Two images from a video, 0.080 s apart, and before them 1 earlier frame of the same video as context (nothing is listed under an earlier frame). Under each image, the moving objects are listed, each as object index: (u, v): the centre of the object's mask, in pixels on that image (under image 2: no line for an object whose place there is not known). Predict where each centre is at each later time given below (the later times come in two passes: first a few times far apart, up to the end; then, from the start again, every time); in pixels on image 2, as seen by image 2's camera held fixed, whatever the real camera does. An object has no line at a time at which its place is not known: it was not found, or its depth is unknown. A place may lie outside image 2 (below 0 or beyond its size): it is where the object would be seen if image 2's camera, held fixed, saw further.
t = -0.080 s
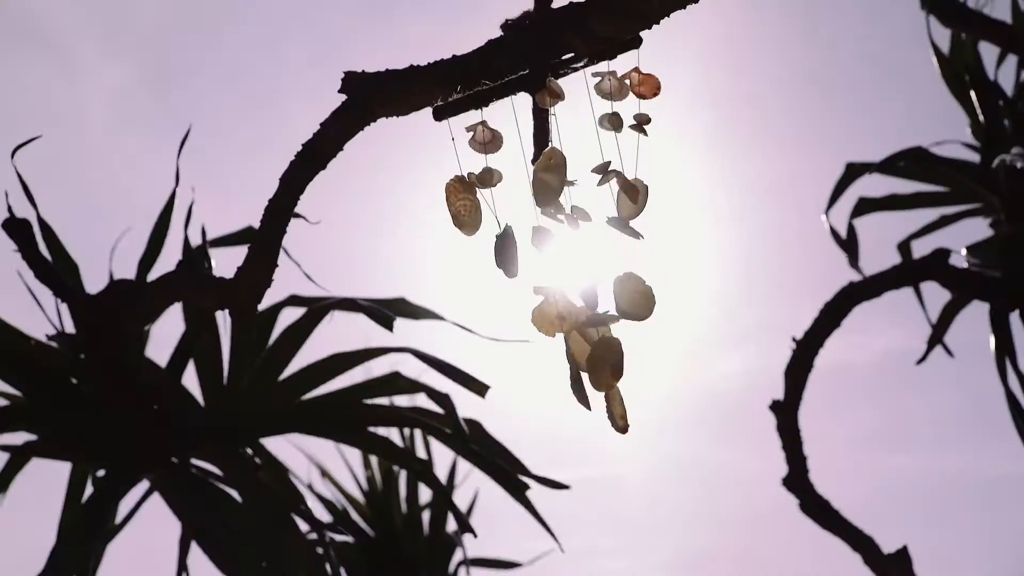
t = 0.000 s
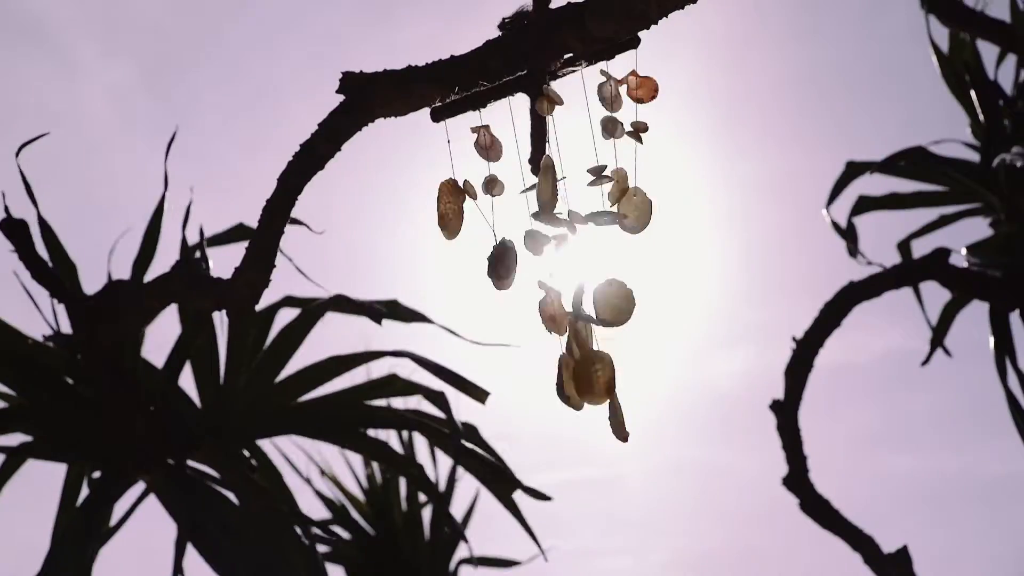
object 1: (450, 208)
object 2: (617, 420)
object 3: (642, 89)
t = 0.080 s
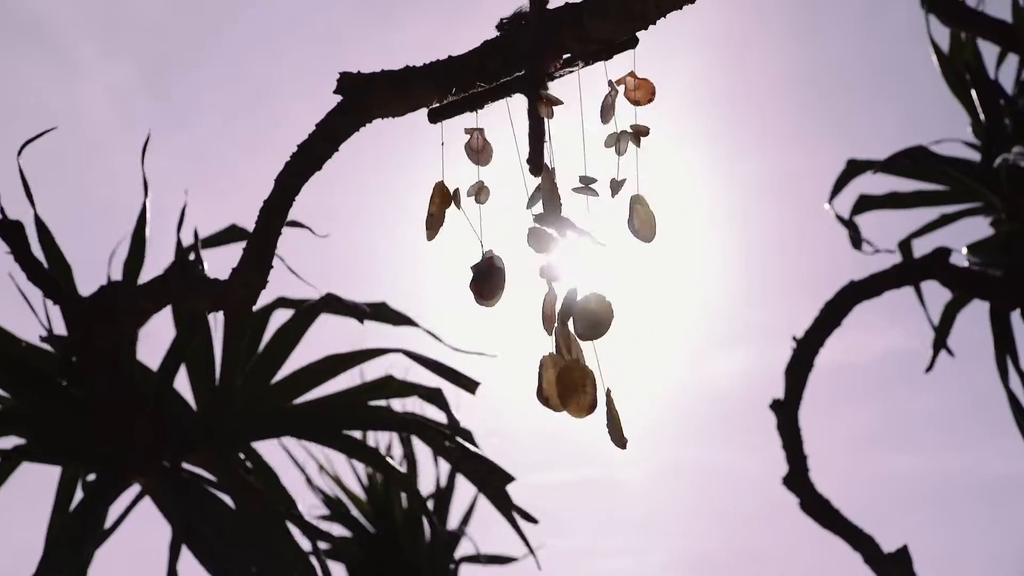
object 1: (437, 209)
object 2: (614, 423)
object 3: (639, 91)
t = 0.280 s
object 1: (433, 210)
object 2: (600, 426)
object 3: (649, 102)
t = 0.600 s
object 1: (430, 187)
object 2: (551, 444)
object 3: (640, 104)
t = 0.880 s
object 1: (444, 207)
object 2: (519, 427)
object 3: (633, 92)
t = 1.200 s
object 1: (440, 189)
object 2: (566, 408)
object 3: (642, 97)
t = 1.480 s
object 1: (452, 193)
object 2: (549, 431)
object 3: (640, 95)
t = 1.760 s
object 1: (428, 207)
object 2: (538, 440)
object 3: (636, 104)
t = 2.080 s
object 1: (425, 200)
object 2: (586, 426)
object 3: (646, 100)
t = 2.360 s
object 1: (442, 193)
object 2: (572, 417)
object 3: (649, 89)
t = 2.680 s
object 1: (426, 201)
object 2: (538, 413)
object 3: (643, 95)
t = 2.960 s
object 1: (438, 189)
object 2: (574, 435)
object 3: (645, 106)
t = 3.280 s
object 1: (442, 215)
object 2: (577, 432)
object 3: (643, 93)
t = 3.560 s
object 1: (429, 199)
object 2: (543, 402)
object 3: (643, 85)
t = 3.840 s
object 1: (444, 199)
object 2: (553, 403)
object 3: (640, 97)
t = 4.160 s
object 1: (425, 207)
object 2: (585, 439)
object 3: (646, 96)
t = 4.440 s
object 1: (446, 192)
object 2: (588, 429)
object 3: (646, 90)
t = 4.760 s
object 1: (441, 199)
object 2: (533, 401)
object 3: (634, 99)
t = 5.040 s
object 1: (436, 206)
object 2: (535, 408)
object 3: (640, 106)
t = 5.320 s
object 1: (424, 197)
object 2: (575, 440)
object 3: (654, 95)
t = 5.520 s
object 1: (442, 200)
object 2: (583, 454)
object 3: (647, 89)
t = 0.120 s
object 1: (436, 210)
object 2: (614, 424)
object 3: (642, 92)
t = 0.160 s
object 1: (433, 212)
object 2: (612, 424)
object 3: (645, 95)
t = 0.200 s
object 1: (434, 212)
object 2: (609, 424)
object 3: (647, 98)
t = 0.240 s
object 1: (434, 211)
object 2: (605, 425)
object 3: (649, 100)
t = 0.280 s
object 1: (433, 210)
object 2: (600, 426)
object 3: (649, 102)
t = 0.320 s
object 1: (433, 208)
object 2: (595, 426)
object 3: (648, 103)
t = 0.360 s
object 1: (433, 205)
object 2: (590, 427)
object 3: (648, 105)
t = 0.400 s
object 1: (432, 203)
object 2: (585, 431)
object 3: (649, 107)
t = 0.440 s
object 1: (432, 200)
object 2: (579, 436)
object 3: (649, 109)
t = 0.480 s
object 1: (431, 196)
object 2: (571, 442)
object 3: (647, 110)
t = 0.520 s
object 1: (430, 192)
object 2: (566, 443)
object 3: (645, 110)
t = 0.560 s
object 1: (430, 189)
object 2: (560, 444)
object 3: (643, 108)
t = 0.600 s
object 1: (430, 187)
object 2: (551, 444)
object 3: (640, 104)
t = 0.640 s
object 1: (431, 186)
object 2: (539, 445)
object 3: (636, 101)
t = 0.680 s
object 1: (433, 186)
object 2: (528, 444)
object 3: (636, 99)
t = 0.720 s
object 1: (433, 188)
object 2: (519, 439)
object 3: (637, 97)
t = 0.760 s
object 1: (435, 193)
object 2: (513, 435)
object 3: (637, 94)
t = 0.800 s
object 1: (437, 200)
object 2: (513, 431)
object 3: (636, 92)
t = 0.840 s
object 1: (440, 205)
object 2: (517, 430)
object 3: (634, 91)
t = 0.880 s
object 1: (444, 207)
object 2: (519, 427)
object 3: (633, 92)
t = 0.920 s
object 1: (447, 206)
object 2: (522, 424)
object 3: (633, 94)
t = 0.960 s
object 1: (446, 204)
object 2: (525, 420)
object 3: (635, 98)
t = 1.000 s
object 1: (444, 203)
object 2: (531, 416)
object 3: (638, 101)
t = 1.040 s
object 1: (441, 201)
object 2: (541, 414)
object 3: (641, 104)
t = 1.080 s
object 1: (440, 197)
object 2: (549, 417)
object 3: (643, 103)
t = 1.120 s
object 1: (437, 194)
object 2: (554, 411)
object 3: (643, 101)
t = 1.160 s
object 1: (433, 189)
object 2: (562, 405)
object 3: (642, 99)
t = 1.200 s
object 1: (440, 189)
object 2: (566, 408)
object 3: (642, 97)
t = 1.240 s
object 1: (445, 188)
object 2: (571, 415)
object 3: (644, 97)
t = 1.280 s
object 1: (449, 188)
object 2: (571, 417)
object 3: (647, 96)
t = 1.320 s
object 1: (452, 188)
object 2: (570, 419)
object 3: (647, 97)
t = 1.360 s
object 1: (454, 188)
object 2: (565, 421)
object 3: (647, 97)
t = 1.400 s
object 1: (456, 190)
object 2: (559, 424)
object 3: (646, 96)
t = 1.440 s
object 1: (455, 191)
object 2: (554, 427)
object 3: (643, 95)
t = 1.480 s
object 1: (452, 193)
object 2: (549, 431)
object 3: (640, 95)
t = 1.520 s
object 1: (446, 196)
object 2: (543, 434)
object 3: (640, 97)
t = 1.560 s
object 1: (437, 198)
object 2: (538, 436)
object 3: (640, 98)
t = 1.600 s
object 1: (431, 202)
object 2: (535, 437)
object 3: (639, 99)
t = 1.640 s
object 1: (426, 204)
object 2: (533, 438)
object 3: (638, 99)
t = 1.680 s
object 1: (424, 205)
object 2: (532, 440)
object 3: (638, 99)
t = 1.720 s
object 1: (425, 206)
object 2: (534, 441)
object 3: (636, 101)
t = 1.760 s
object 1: (428, 207)
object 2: (538, 440)
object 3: (636, 104)
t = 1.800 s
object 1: (431, 209)
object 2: (542, 446)
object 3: (638, 106)
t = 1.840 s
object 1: (433, 209)
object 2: (548, 448)
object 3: (641, 108)
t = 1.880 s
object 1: (433, 210)
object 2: (555, 440)
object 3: (644, 109)
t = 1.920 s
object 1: (432, 207)
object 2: (563, 431)
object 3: (645, 108)
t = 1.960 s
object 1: (431, 207)
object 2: (569, 431)
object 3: (645, 106)
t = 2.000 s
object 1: (431, 204)
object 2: (576, 430)
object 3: (644, 104)
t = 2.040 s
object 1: (429, 201)
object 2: (581, 428)
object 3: (644, 102)
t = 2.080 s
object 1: (425, 200)
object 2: (586, 426)
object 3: (646, 100)
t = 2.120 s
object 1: (425, 198)
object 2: (588, 424)
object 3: (647, 98)
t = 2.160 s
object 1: (428, 196)
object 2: (588, 423)
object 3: (648, 95)
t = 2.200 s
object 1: (431, 195)
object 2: (586, 423)
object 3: (647, 92)
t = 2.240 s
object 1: (433, 195)
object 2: (584, 420)
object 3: (645, 90)
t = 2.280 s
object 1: (433, 196)
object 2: (579, 419)
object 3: (645, 90)
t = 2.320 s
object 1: (439, 194)
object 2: (574, 416)
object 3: (647, 89)
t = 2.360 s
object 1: (442, 193)
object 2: (572, 417)
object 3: (649, 89)
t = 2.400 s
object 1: (444, 194)
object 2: (565, 417)
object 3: (650, 89)
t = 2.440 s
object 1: (445, 195)
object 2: (556, 417)
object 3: (650, 89)
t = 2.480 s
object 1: (445, 197)
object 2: (549, 417)
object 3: (649, 89)
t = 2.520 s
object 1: (443, 198)
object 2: (544, 418)
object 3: (646, 89)
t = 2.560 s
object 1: (440, 198)
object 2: (539, 416)
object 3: (642, 90)
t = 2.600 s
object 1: (436, 199)
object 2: (537, 408)
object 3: (641, 91)
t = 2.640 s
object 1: (431, 200)
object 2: (538, 410)
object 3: (642, 93)
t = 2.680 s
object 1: (426, 201)
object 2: (538, 413)
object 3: (643, 95)
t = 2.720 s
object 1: (425, 197)
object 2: (541, 413)
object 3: (642, 99)
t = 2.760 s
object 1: (424, 196)
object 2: (546, 416)
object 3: (641, 103)
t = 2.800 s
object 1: (424, 196)
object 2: (552, 419)
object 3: (640, 106)
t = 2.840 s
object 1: (427, 191)
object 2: (558, 424)
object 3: (641, 106)
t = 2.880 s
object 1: (428, 191)
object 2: (564, 427)
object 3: (642, 106)
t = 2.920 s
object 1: (433, 190)
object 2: (569, 431)
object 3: (643, 106)
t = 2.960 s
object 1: (438, 189)
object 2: (574, 435)
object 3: (645, 106)
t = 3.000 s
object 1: (441, 192)
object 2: (579, 435)
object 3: (646, 108)
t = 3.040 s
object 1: (445, 193)
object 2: (583, 434)
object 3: (643, 110)
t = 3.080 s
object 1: (447, 195)
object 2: (585, 434)
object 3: (641, 111)
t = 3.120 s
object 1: (448, 199)
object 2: (585, 435)
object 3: (640, 109)
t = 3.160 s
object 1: (448, 203)
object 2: (585, 435)
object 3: (641, 104)
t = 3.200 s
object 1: (448, 208)
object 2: (584, 435)
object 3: (642, 100)
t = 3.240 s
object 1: (445, 214)
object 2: (581, 434)
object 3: (642, 97)
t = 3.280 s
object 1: (442, 215)
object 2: (577, 432)
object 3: (643, 93)
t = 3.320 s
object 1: (436, 217)
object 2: (572, 431)
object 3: (643, 91)
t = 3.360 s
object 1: (431, 213)
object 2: (566, 428)
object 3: (643, 90)
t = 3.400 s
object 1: (428, 213)
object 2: (559, 424)
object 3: (644, 87)
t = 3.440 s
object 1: (429, 210)
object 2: (552, 419)
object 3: (644, 85)
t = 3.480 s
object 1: (428, 208)
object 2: (547, 411)
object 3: (644, 83)
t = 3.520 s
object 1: (428, 204)
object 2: (543, 407)
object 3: (643, 84)
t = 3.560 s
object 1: (429, 199)
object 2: (543, 402)
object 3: (643, 85)
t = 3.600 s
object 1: (430, 196)
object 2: (542, 401)
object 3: (642, 88)
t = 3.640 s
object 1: (431, 193)
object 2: (542, 397)
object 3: (640, 92)
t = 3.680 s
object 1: (433, 192)
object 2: (542, 396)
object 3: (639, 92)
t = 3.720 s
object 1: (436, 193)
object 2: (543, 395)
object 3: (640, 91)
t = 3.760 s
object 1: (439, 194)
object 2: (545, 400)
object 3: (639, 92)
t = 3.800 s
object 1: (441, 196)
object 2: (549, 402)
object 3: (639, 95)
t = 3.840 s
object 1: (444, 199)
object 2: (553, 403)
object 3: (640, 97)
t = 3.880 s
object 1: (445, 201)
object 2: (558, 405)
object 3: (641, 98)
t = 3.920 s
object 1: (443, 204)
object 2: (562, 410)
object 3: (642, 100)
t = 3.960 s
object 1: (440, 206)
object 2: (565, 415)
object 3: (642, 100)
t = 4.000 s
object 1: (435, 209)
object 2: (569, 422)
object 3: (644, 100)
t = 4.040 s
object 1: (429, 213)
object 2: (574, 428)
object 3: (643, 99)
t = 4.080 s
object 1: (424, 212)
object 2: (578, 433)
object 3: (643, 98)
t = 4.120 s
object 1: (422, 210)
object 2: (582, 437)
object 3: (644, 97)
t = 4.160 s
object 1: (425, 207)
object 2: (585, 439)
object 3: (646, 96)
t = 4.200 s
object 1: (431, 207)
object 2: (590, 440)
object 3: (648, 96)
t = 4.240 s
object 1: (436, 206)
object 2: (593, 440)
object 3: (649, 95)
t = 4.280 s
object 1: (439, 204)
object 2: (596, 439)
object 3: (650, 94)
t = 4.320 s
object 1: (443, 201)
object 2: (596, 437)
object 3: (649, 92)
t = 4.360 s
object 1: (446, 197)
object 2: (595, 434)
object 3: (649, 89)
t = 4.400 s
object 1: (446, 194)
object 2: (592, 431)
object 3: (647, 90)
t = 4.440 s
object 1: (446, 192)
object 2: (588, 429)
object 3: (646, 90)
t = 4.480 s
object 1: (446, 191)
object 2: (580, 427)
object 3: (646, 90)
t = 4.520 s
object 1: (444, 190)
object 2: (572, 424)
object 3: (646, 91)
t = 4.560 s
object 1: (443, 190)
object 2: (563, 421)
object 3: (645, 93)
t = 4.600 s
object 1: (443, 190)
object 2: (555, 416)
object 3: (643, 95)
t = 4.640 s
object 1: (443, 192)
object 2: (547, 413)
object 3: (641, 96)
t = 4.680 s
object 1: (443, 194)
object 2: (542, 409)
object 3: (638, 98)
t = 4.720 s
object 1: (442, 197)
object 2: (537, 405)
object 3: (635, 99)
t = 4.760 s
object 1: (441, 199)
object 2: (533, 401)
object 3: (634, 99)
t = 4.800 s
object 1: (441, 201)
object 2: (529, 399)
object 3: (633, 99)
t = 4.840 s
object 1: (443, 202)
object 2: (526, 393)
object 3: (632, 100)
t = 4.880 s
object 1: (444, 203)
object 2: (524, 385)
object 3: (633, 101)
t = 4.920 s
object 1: (443, 201)
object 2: (525, 385)
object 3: (635, 102)
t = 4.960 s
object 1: (442, 203)
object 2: (527, 390)
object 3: (637, 104)
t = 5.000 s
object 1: (440, 205)
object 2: (530, 397)
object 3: (639, 106)
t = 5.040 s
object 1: (436, 206)
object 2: (535, 408)
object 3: (640, 106)
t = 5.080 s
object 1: (431, 206)
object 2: (543, 419)
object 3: (641, 105)
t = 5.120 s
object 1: (426, 205)
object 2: (549, 424)
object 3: (643, 104)
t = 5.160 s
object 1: (422, 204)
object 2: (556, 426)
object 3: (645, 101)
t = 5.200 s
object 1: (420, 202)
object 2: (561, 427)
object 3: (647, 98)
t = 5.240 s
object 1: (420, 200)
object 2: (565, 431)
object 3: (650, 95)
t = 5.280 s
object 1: (421, 198)
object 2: (571, 435)
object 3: (653, 95)
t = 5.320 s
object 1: (424, 197)
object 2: (575, 440)
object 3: (654, 95)
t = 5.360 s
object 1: (428, 197)
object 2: (578, 445)
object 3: (653, 94)
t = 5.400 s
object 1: (432, 196)
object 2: (580, 449)
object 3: (651, 93)
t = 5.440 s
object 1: (437, 196)
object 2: (582, 451)
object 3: (651, 91)
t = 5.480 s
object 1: (441, 196)
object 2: (583, 452)
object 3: (650, 90)
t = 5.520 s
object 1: (442, 200)
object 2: (583, 454)
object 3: (647, 89)
